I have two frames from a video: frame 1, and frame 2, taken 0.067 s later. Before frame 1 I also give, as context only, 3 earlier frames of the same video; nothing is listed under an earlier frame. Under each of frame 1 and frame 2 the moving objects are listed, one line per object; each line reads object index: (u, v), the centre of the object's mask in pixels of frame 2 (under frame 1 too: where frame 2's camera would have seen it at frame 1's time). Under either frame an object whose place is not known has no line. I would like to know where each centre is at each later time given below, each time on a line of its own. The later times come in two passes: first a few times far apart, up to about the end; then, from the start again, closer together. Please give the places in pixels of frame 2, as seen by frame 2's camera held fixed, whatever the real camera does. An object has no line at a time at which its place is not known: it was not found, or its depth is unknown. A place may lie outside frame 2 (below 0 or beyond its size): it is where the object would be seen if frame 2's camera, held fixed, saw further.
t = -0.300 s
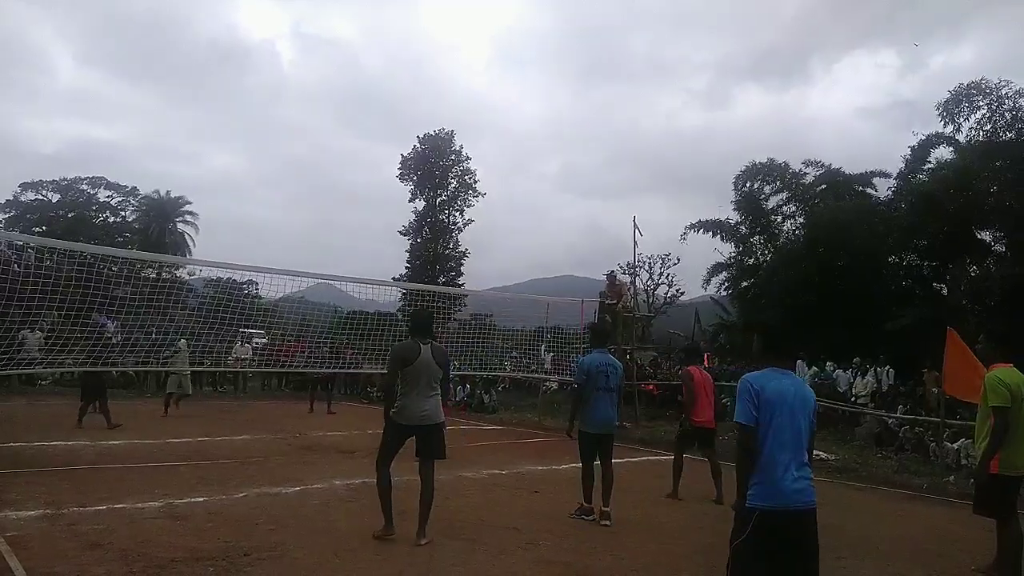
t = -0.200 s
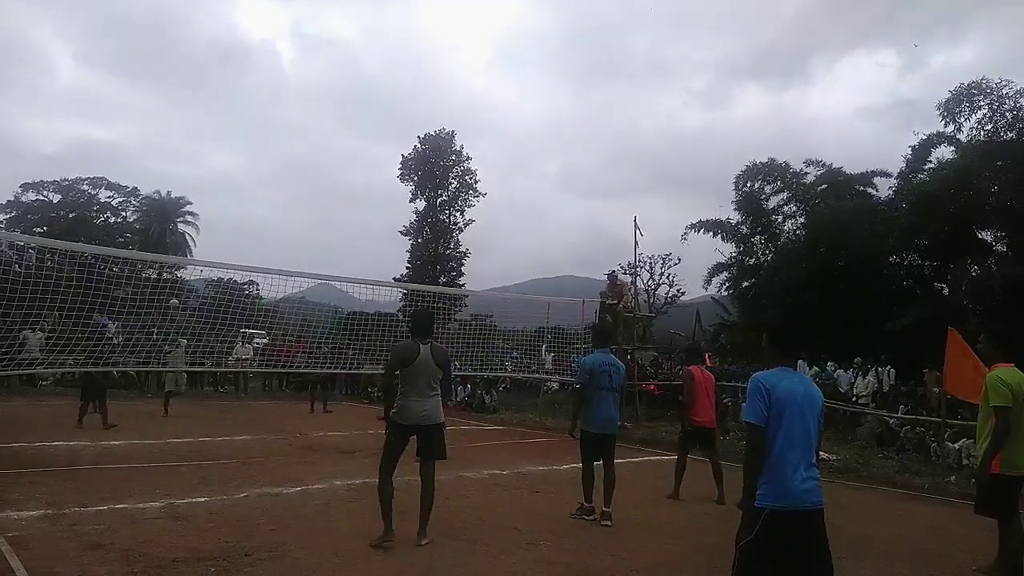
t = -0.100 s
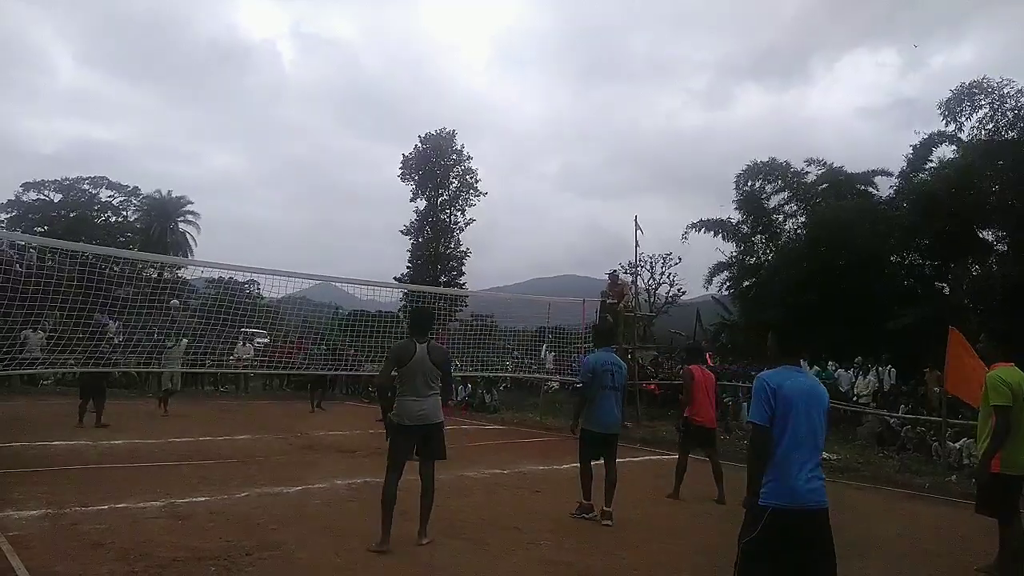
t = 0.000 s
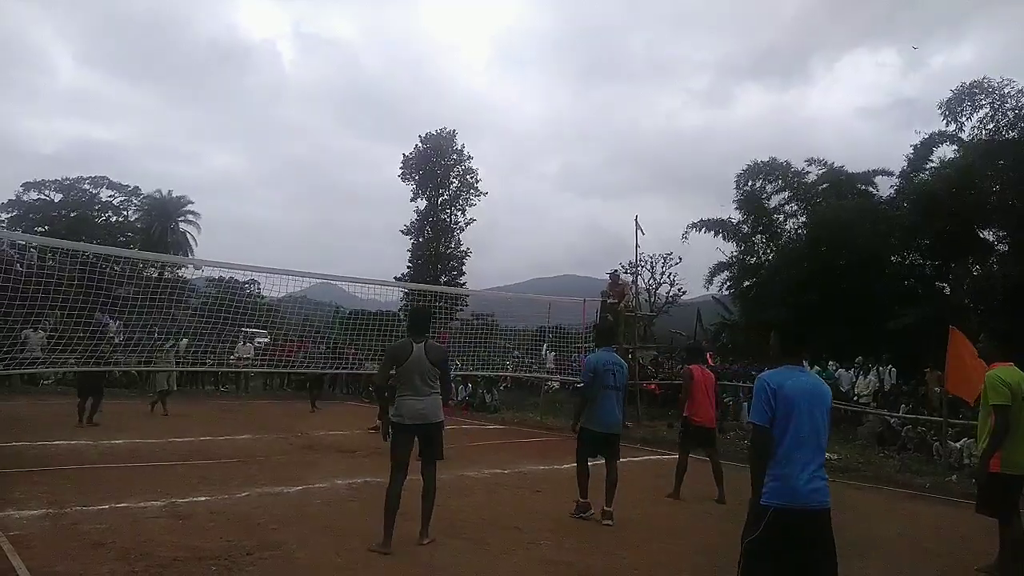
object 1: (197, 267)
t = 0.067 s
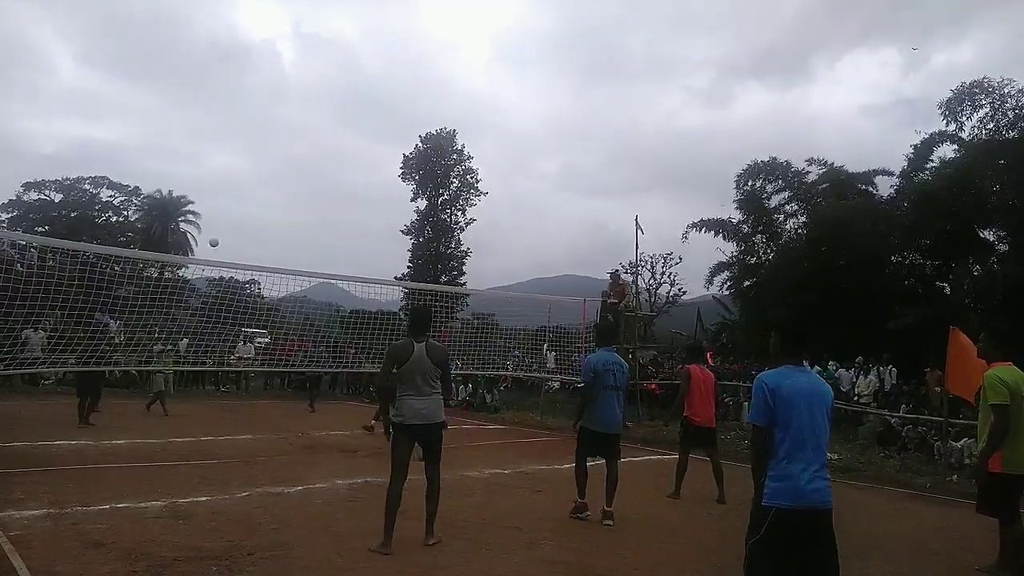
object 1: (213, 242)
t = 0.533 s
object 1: (342, 130)
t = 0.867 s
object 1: (465, 123)
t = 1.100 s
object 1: (575, 178)
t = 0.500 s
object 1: (332, 135)
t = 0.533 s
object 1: (342, 130)
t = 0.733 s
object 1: (411, 116)
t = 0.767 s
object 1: (424, 117)
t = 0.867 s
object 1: (465, 123)
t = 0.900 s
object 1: (479, 128)
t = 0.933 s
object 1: (494, 133)
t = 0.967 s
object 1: (509, 140)
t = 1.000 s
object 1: (525, 147)
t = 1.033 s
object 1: (541, 156)
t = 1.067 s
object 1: (558, 166)
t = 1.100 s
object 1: (575, 178)
